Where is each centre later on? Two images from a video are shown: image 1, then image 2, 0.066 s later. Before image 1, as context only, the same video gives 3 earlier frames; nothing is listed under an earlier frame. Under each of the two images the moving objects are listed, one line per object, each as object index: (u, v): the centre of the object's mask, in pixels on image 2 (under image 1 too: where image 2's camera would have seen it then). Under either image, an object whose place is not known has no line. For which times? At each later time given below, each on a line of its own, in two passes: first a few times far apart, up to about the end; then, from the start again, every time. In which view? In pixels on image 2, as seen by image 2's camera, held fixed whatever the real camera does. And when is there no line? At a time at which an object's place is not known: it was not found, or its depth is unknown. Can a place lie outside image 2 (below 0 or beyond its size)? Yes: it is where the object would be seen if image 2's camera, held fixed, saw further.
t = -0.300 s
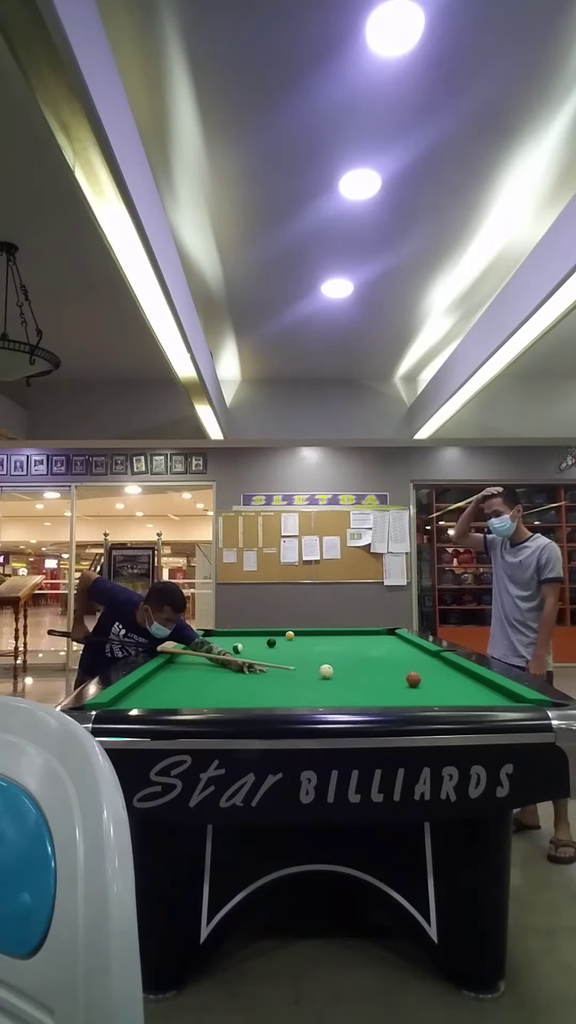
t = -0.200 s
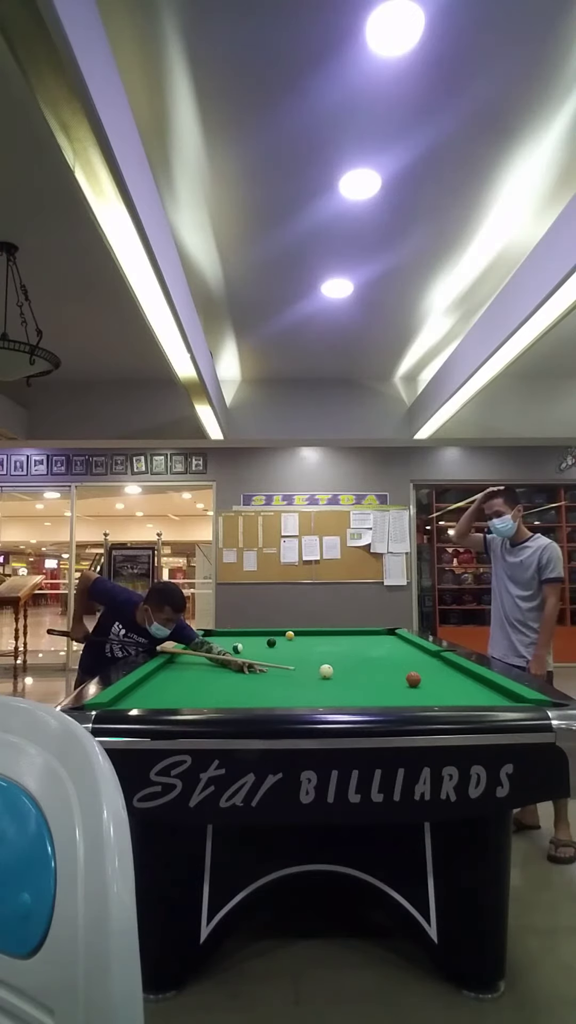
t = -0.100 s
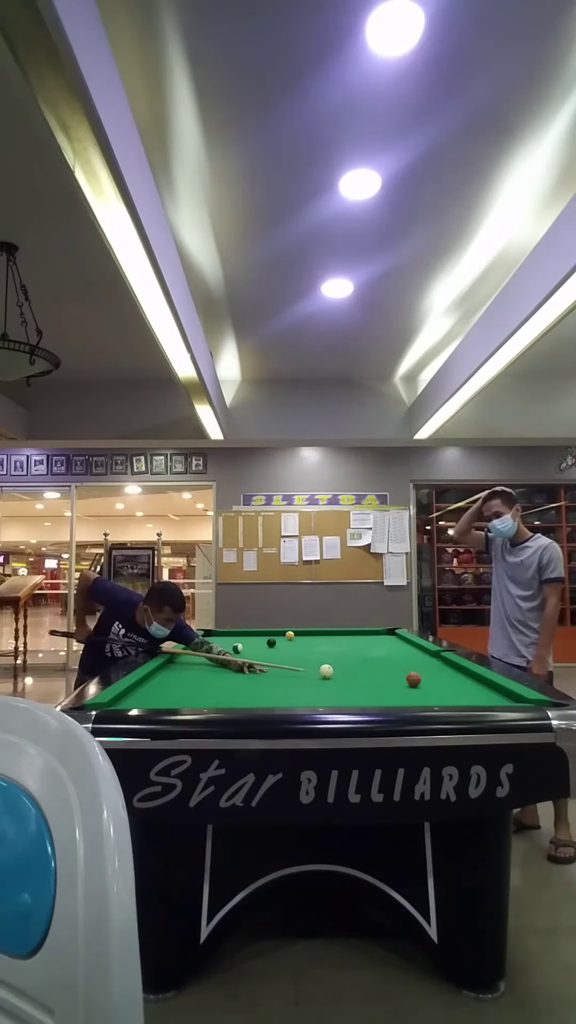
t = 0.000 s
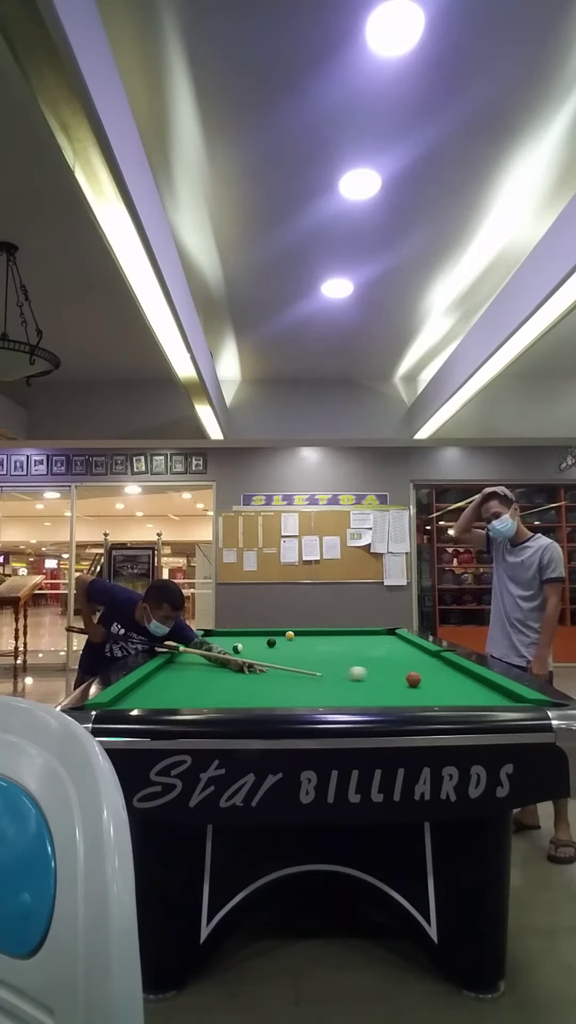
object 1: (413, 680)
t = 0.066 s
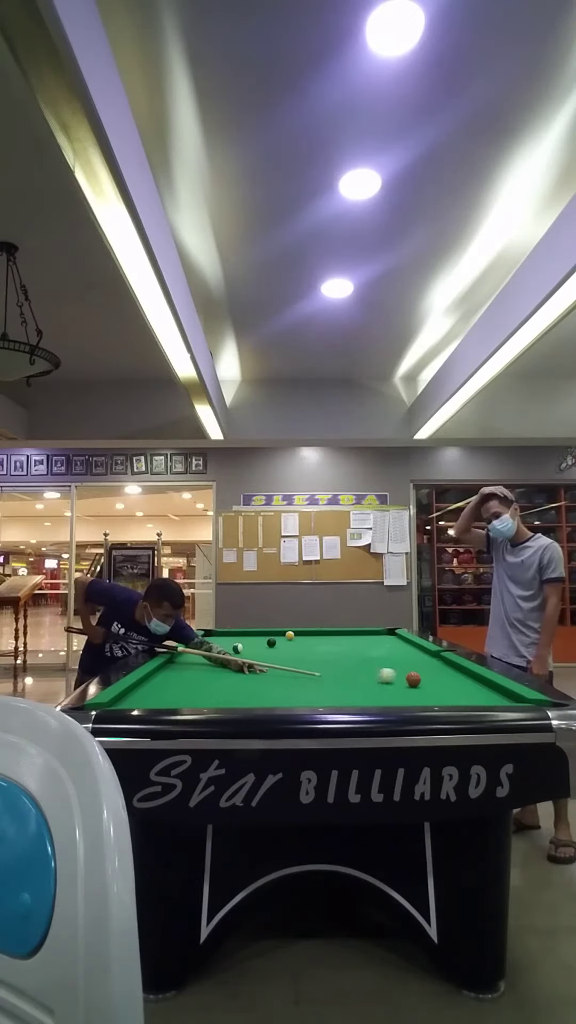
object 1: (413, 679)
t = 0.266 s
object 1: (442, 686)
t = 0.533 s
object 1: (491, 695)
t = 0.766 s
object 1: (533, 701)
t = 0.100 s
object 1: (413, 680)
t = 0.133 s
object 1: (418, 681)
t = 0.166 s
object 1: (424, 682)
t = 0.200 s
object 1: (430, 683)
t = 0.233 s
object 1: (436, 684)
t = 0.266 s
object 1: (442, 686)
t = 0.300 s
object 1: (447, 687)
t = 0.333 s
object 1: (453, 688)
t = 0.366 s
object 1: (459, 690)
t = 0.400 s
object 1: (465, 691)
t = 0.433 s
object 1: (472, 692)
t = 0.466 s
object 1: (478, 694)
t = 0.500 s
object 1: (484, 694)
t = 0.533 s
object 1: (491, 695)
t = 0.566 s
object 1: (498, 696)
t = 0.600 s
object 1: (503, 697)
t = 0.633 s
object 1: (511, 697)
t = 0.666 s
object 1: (518, 698)
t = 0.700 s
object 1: (524, 699)
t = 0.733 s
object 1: (528, 700)
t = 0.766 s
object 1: (533, 701)
